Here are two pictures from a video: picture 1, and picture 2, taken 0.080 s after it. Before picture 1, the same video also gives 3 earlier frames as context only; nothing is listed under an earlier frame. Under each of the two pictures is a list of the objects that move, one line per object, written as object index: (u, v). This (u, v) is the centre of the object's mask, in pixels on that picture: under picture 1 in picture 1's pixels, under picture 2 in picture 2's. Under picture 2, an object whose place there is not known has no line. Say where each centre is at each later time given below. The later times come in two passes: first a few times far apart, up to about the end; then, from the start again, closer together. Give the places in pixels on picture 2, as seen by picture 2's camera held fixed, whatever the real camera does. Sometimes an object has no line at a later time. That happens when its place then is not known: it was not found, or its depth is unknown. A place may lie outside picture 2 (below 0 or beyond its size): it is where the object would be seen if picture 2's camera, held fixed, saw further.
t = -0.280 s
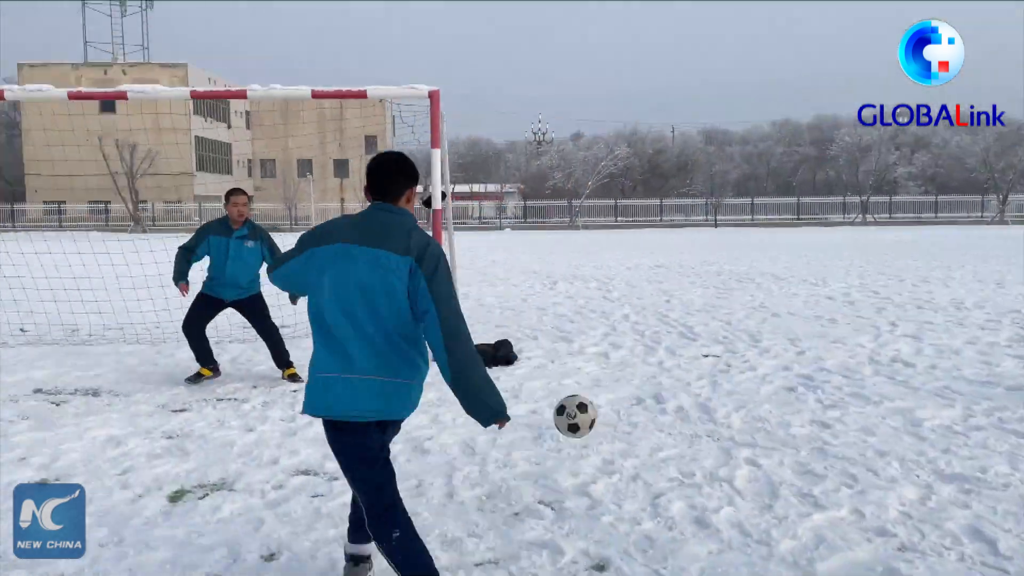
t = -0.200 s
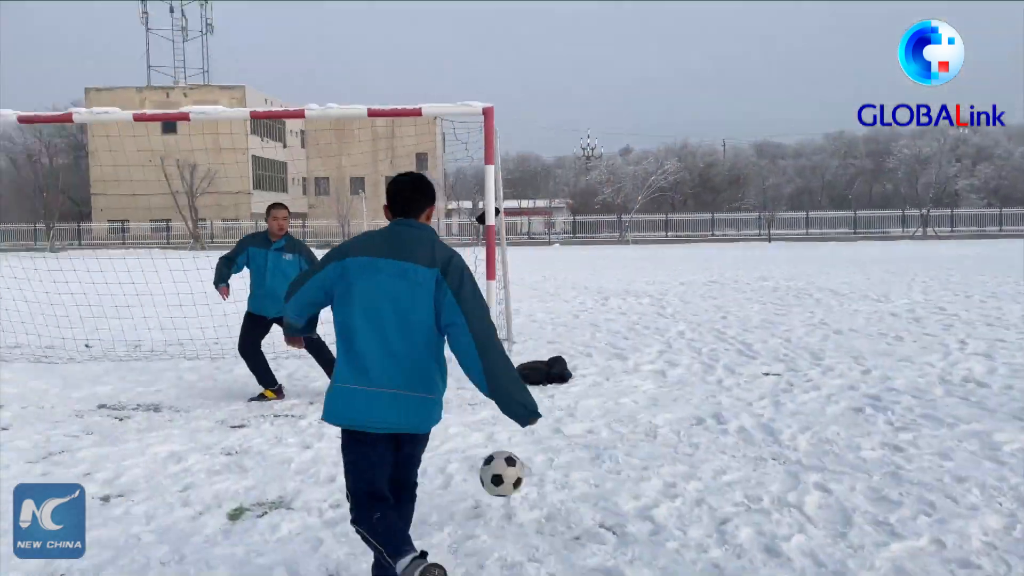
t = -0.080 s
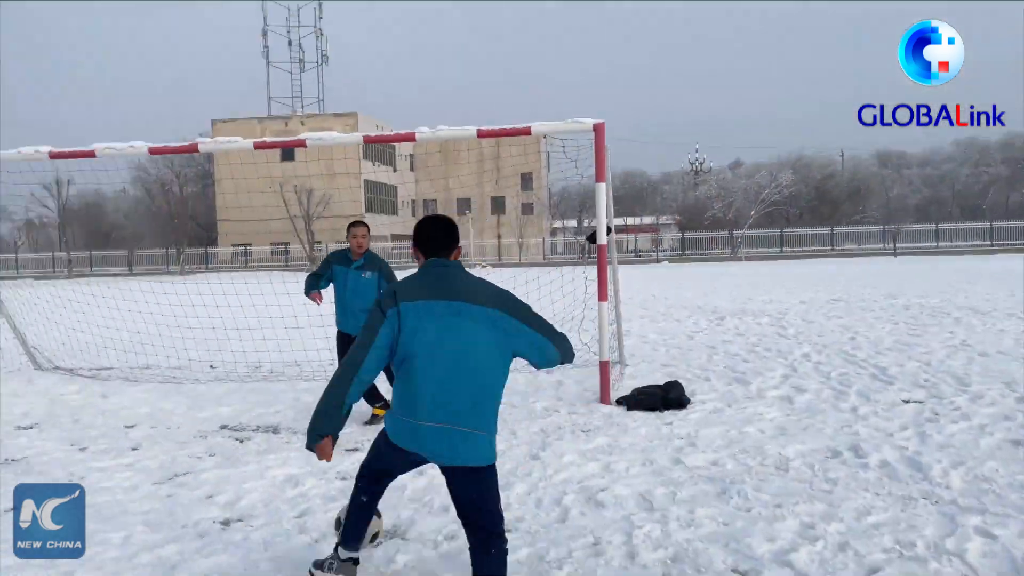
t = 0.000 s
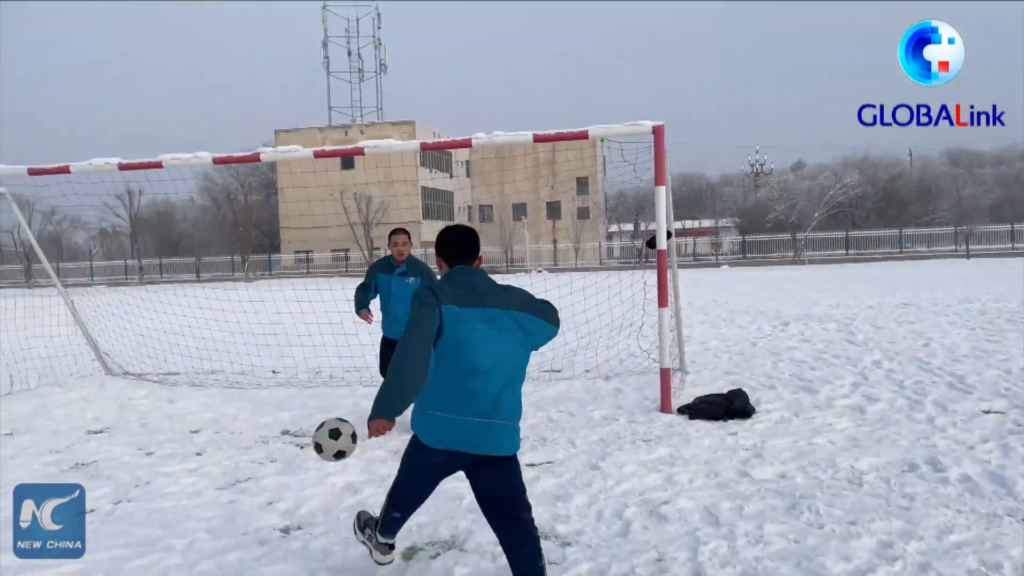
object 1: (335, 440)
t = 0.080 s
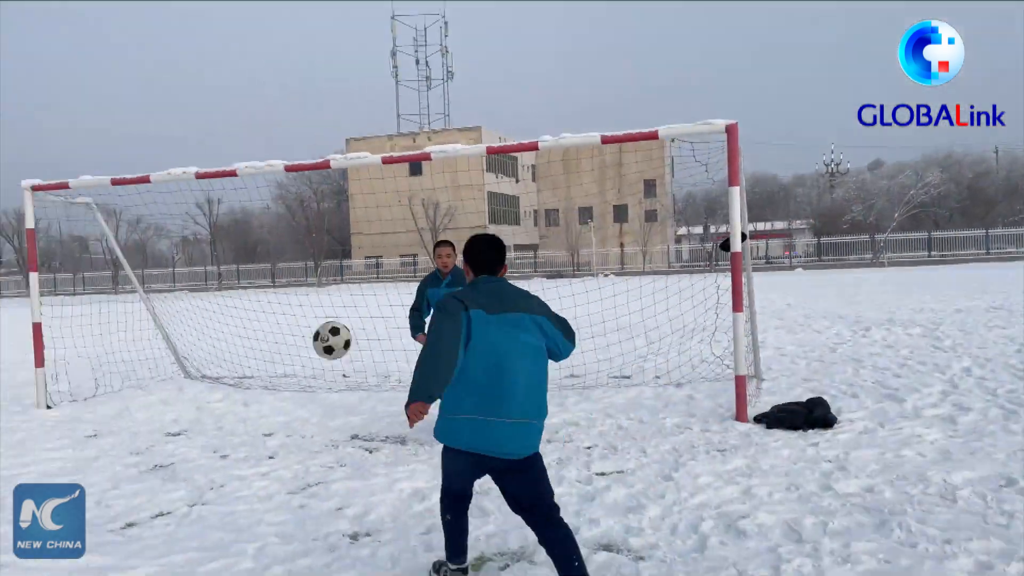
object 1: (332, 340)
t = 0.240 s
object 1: (229, 228)
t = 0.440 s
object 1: (147, 179)
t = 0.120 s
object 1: (297, 296)
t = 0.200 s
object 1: (256, 251)
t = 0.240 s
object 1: (229, 228)
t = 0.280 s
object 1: (213, 215)
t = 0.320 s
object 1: (192, 200)
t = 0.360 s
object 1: (178, 193)
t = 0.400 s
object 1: (165, 185)
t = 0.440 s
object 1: (147, 179)
